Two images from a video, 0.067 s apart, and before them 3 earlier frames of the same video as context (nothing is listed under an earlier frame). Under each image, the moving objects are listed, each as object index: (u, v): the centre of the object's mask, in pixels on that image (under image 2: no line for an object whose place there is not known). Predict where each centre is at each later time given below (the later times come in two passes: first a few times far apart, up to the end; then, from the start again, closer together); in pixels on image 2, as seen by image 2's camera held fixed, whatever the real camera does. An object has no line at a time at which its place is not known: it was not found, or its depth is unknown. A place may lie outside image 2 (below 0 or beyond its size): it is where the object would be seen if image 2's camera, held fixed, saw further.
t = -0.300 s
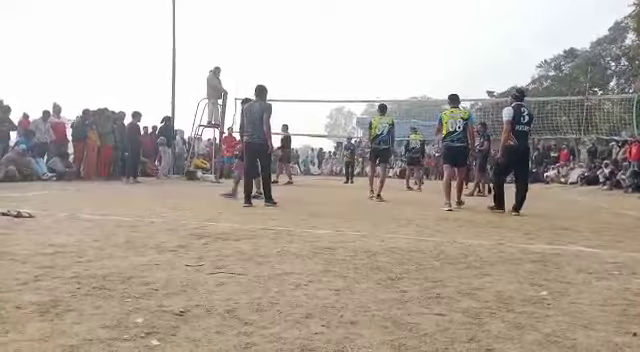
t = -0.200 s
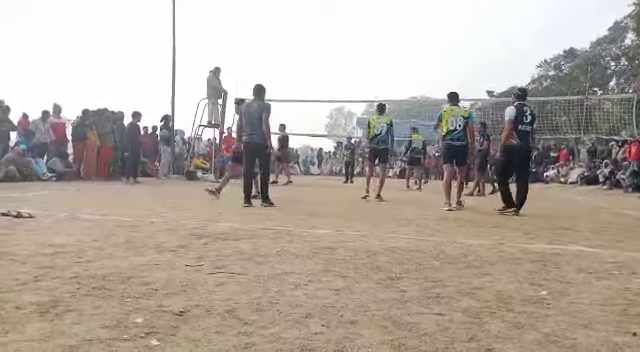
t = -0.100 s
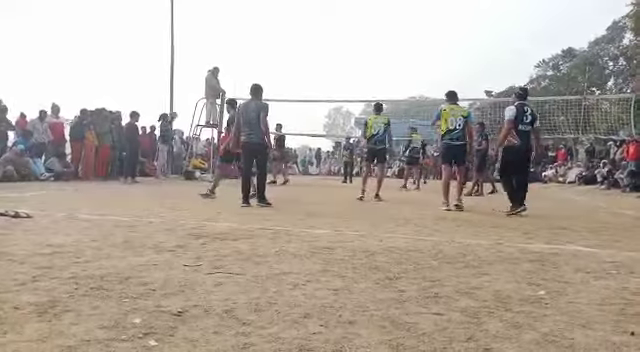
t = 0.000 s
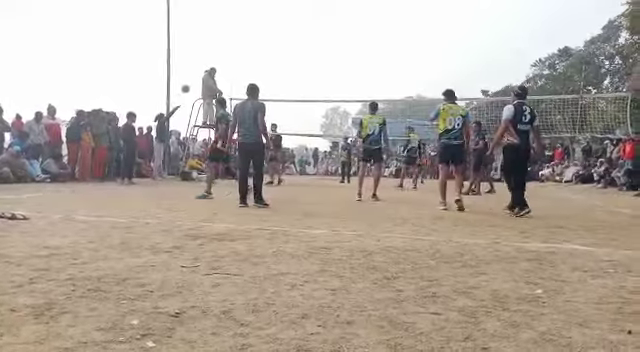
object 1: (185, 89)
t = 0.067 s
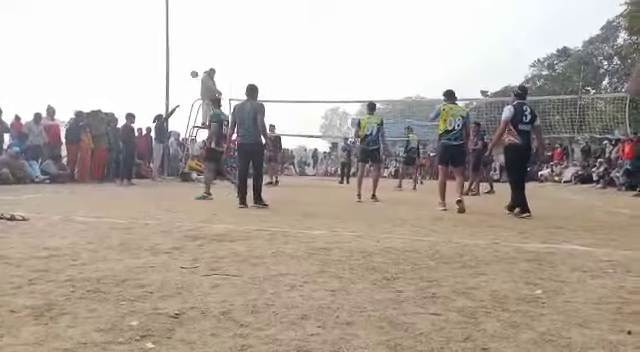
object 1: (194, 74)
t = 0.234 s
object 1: (217, 43)
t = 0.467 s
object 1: (247, 18)
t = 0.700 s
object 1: (275, 12)
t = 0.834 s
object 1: (289, 17)
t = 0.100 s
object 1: (199, 67)
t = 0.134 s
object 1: (203, 60)
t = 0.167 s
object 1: (208, 54)
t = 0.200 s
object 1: (213, 48)
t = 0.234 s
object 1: (217, 43)
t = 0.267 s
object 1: (222, 38)
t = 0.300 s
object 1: (226, 34)
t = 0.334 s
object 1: (230, 30)
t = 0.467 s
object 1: (247, 18)
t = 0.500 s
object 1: (251, 16)
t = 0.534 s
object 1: (255, 14)
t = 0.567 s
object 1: (259, 13)
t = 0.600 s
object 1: (263, 12)
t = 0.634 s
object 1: (267, 12)
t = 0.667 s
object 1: (271, 12)
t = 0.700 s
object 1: (275, 12)
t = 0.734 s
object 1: (279, 13)
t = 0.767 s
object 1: (282, 13)
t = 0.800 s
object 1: (286, 15)
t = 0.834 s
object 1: (289, 17)
